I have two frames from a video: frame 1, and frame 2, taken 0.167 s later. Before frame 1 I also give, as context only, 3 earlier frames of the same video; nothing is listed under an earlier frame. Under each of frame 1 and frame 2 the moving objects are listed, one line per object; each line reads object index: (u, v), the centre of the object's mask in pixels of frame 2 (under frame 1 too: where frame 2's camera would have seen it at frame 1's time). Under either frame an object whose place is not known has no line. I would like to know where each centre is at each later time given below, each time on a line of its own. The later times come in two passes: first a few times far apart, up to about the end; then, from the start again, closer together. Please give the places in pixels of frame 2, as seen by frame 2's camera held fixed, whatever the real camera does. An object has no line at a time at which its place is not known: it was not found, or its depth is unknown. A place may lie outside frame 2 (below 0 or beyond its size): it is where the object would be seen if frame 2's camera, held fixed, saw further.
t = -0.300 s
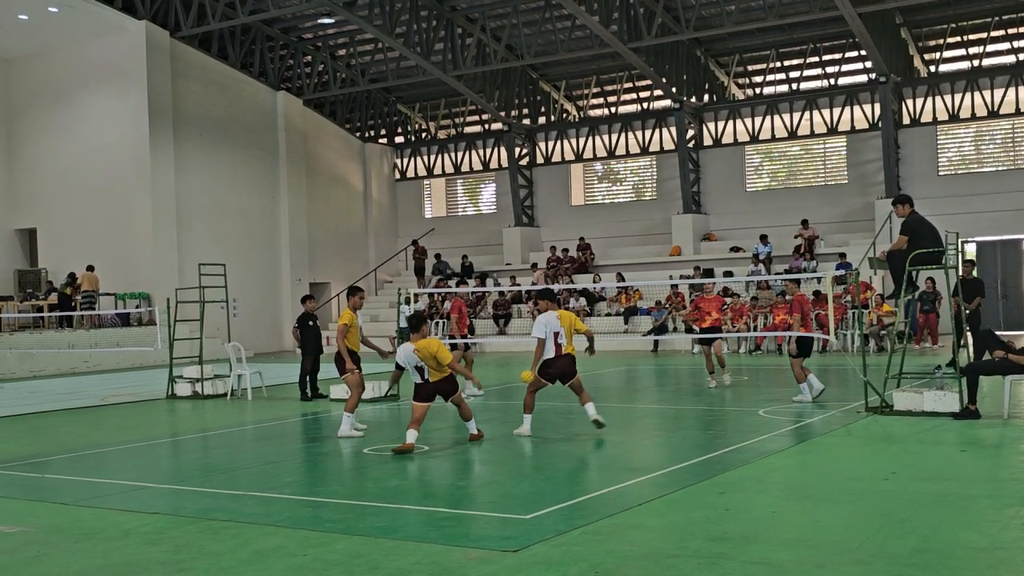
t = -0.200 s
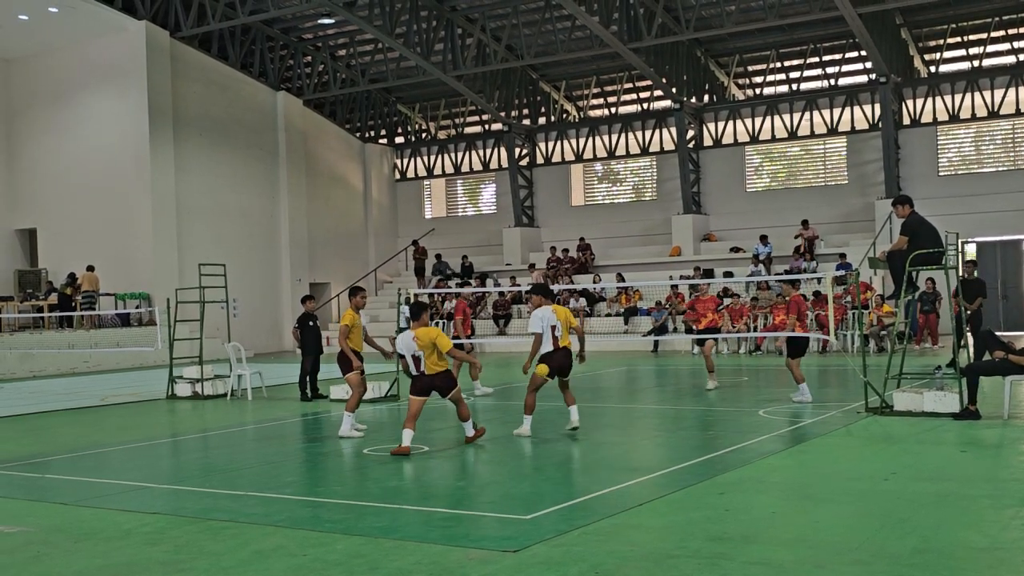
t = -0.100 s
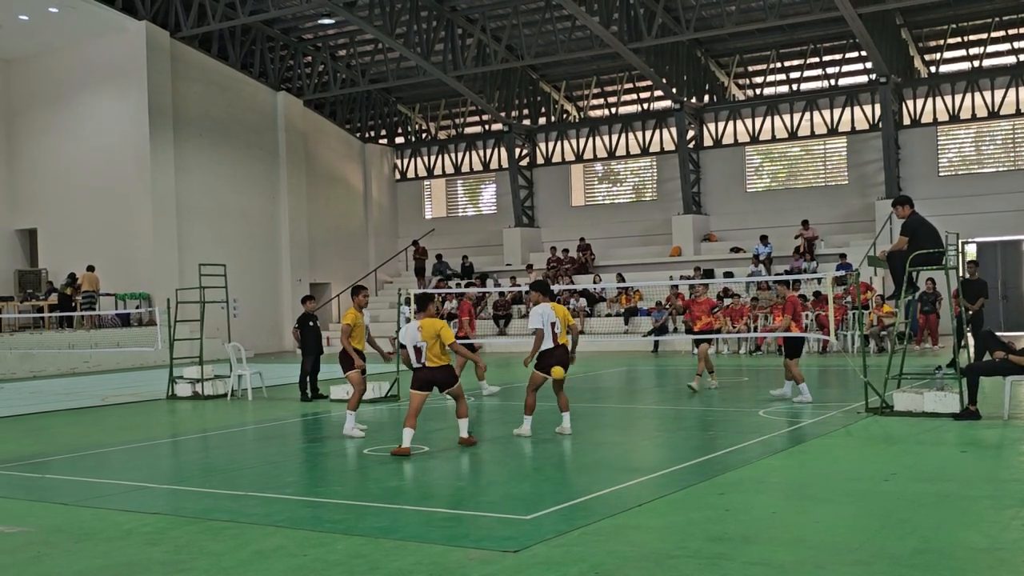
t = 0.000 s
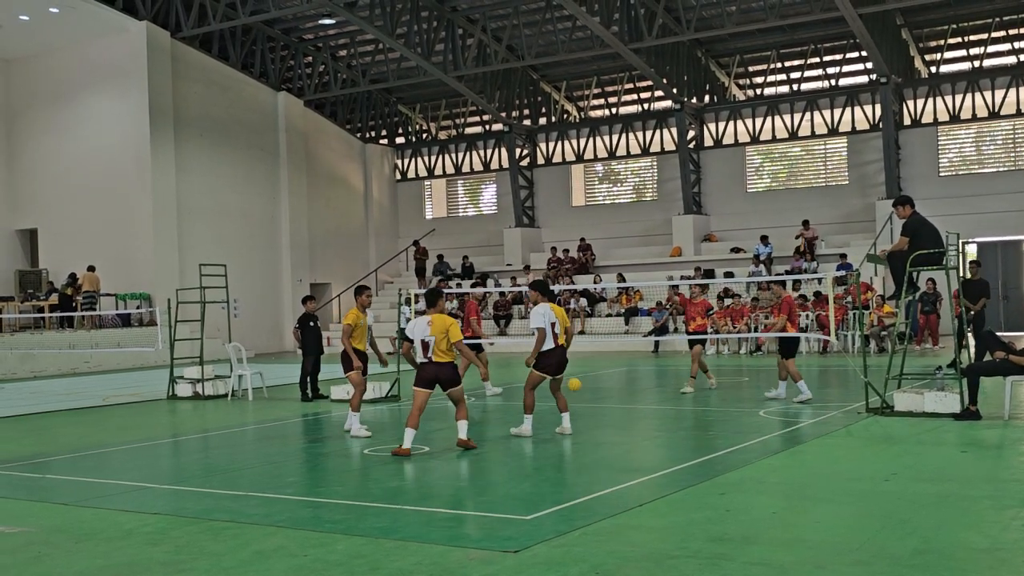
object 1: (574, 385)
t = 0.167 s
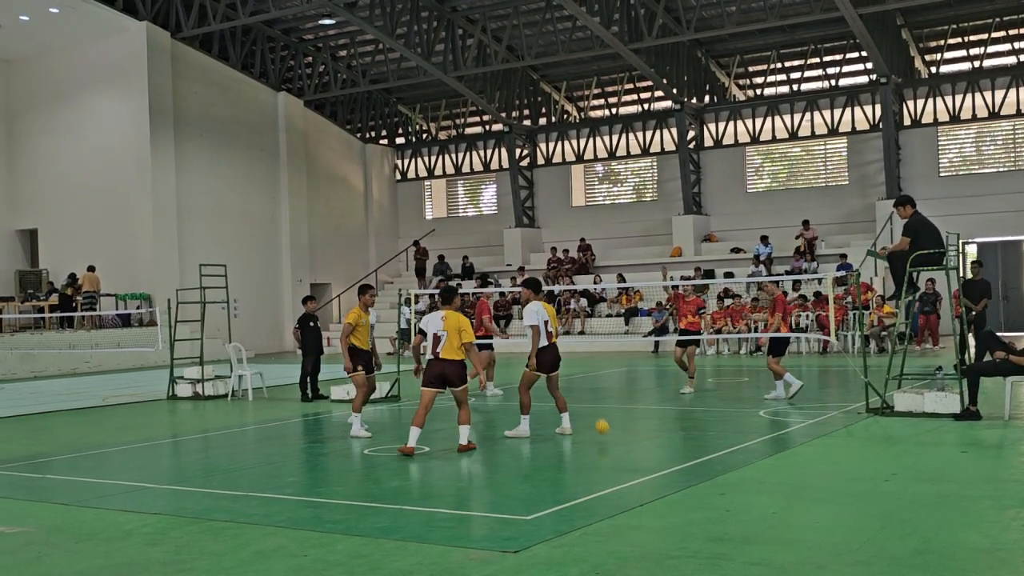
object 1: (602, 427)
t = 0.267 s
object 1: (616, 421)
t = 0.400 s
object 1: (635, 407)
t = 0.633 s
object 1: (669, 425)
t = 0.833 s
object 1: (697, 422)
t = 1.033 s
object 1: (726, 435)
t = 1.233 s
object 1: (752, 431)
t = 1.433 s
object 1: (779, 436)
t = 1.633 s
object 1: (806, 440)
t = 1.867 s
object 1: (837, 443)
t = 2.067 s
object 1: (862, 444)
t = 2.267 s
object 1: (887, 445)
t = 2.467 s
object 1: (912, 447)
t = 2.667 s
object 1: (936, 447)
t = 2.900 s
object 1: (964, 449)
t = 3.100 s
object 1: (985, 450)
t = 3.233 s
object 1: (999, 451)
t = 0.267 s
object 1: (616, 421)
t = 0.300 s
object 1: (621, 416)
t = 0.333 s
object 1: (625, 412)
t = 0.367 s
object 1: (630, 409)
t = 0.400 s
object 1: (635, 407)
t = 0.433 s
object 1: (640, 406)
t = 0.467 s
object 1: (645, 407)
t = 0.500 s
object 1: (649, 408)
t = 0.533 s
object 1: (654, 411)
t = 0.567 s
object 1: (659, 414)
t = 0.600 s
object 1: (665, 419)
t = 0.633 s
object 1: (669, 425)
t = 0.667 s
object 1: (675, 433)
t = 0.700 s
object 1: (680, 437)
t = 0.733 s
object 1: (684, 431)
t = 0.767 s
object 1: (688, 427)
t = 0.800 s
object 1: (693, 424)
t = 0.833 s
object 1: (697, 422)
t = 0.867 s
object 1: (702, 421)
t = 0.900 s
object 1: (706, 422)
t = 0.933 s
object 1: (711, 423)
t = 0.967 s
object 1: (716, 426)
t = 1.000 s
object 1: (721, 430)
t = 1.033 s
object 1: (726, 435)
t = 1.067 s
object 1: (730, 440)
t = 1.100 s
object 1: (735, 436)
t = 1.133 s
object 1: (739, 432)
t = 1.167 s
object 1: (743, 431)
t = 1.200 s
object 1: (747, 430)
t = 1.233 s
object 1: (752, 431)
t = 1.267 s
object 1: (756, 433)
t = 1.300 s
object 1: (760, 436)
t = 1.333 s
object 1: (765, 440)
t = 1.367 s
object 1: (770, 438)
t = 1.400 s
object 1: (774, 437)
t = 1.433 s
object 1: (779, 436)
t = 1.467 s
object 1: (783, 437)
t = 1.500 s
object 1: (788, 439)
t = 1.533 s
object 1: (793, 442)
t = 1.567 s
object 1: (797, 440)
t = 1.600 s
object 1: (801, 439)
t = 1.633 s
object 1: (806, 440)
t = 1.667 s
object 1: (810, 442)
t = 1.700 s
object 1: (815, 442)
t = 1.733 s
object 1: (819, 442)
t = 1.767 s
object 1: (823, 442)
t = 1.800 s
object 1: (828, 443)
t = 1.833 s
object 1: (832, 443)
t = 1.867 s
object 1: (837, 443)
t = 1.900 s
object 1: (841, 444)
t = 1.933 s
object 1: (845, 444)
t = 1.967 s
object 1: (850, 444)
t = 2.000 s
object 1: (854, 444)
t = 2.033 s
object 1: (858, 444)
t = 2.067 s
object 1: (862, 444)
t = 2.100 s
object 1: (866, 444)
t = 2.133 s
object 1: (871, 444)
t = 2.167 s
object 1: (875, 445)
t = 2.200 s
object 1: (879, 445)
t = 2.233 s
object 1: (883, 445)
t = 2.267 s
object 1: (887, 445)
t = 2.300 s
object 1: (891, 445)
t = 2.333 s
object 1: (895, 446)
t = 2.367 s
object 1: (900, 446)
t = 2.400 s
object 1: (904, 446)
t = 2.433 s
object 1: (908, 446)
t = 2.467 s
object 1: (912, 447)
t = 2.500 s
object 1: (916, 446)
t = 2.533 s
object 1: (920, 447)
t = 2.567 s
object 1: (924, 447)
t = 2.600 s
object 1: (928, 447)
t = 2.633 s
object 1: (932, 447)
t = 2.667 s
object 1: (936, 447)
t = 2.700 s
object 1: (940, 448)
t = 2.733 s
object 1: (944, 448)
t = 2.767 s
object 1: (948, 448)
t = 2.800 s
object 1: (952, 448)
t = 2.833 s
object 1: (956, 448)
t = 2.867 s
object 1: (960, 448)
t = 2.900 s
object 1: (964, 449)
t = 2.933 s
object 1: (967, 449)
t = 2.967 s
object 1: (970, 449)
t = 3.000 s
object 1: (974, 449)
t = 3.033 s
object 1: (978, 450)
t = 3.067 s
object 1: (981, 450)
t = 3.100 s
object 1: (985, 450)
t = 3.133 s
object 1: (988, 450)
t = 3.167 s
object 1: (992, 451)
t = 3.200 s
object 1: (995, 451)
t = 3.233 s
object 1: (999, 451)
